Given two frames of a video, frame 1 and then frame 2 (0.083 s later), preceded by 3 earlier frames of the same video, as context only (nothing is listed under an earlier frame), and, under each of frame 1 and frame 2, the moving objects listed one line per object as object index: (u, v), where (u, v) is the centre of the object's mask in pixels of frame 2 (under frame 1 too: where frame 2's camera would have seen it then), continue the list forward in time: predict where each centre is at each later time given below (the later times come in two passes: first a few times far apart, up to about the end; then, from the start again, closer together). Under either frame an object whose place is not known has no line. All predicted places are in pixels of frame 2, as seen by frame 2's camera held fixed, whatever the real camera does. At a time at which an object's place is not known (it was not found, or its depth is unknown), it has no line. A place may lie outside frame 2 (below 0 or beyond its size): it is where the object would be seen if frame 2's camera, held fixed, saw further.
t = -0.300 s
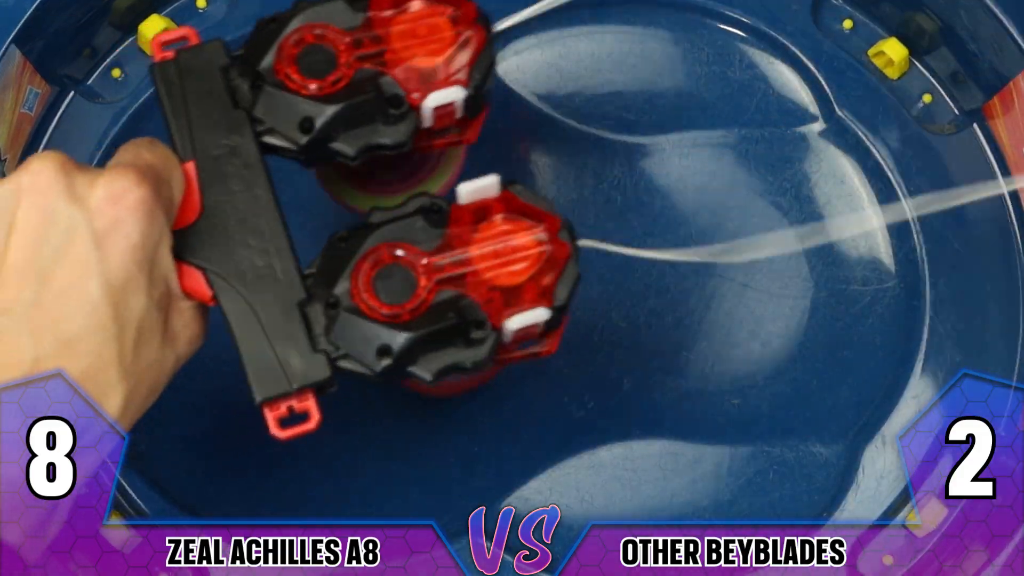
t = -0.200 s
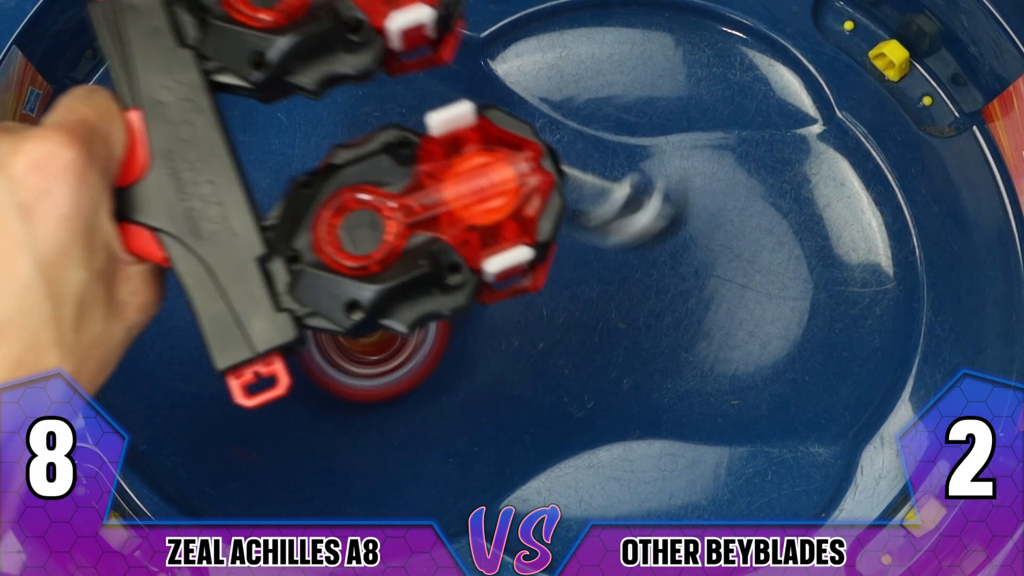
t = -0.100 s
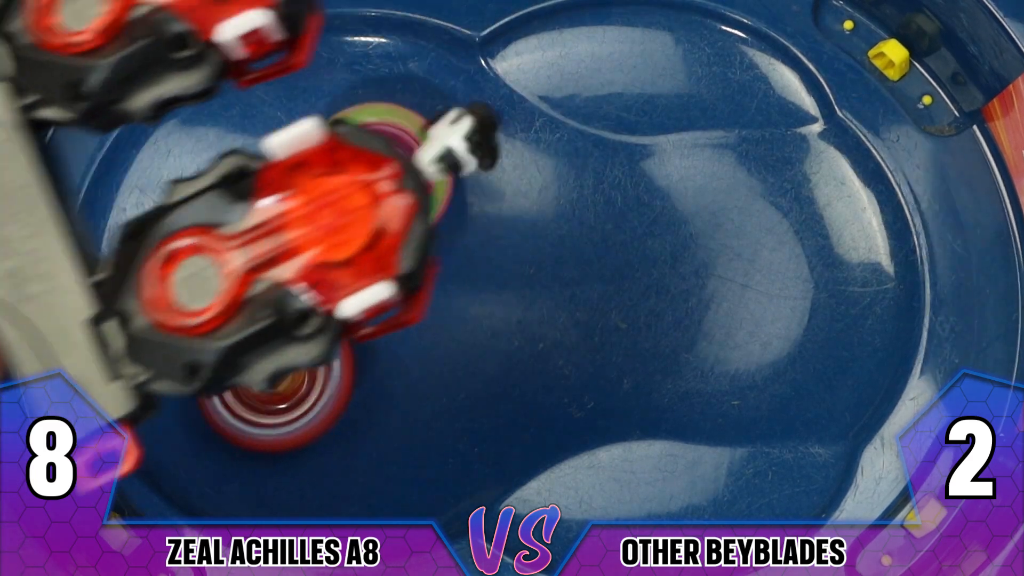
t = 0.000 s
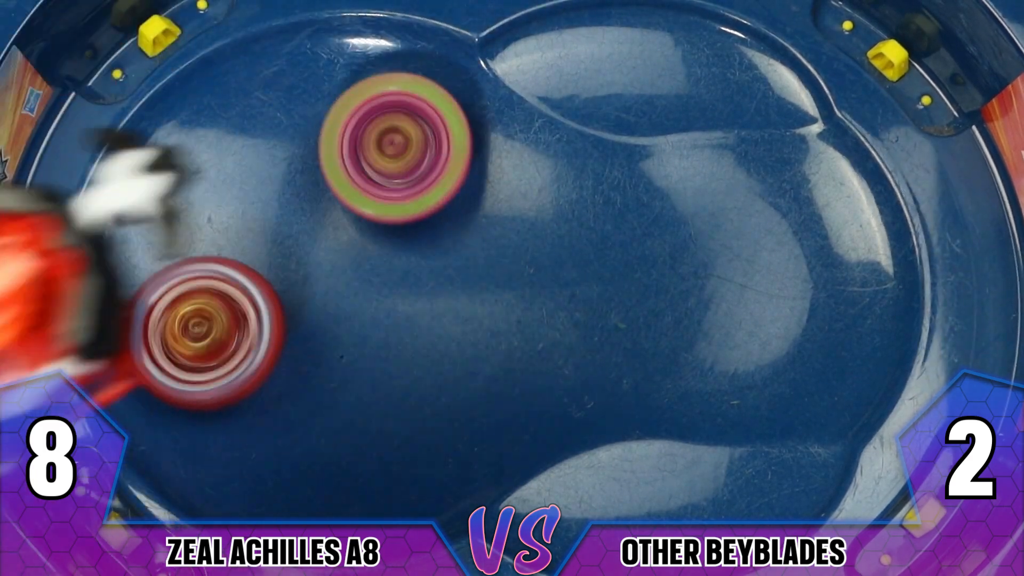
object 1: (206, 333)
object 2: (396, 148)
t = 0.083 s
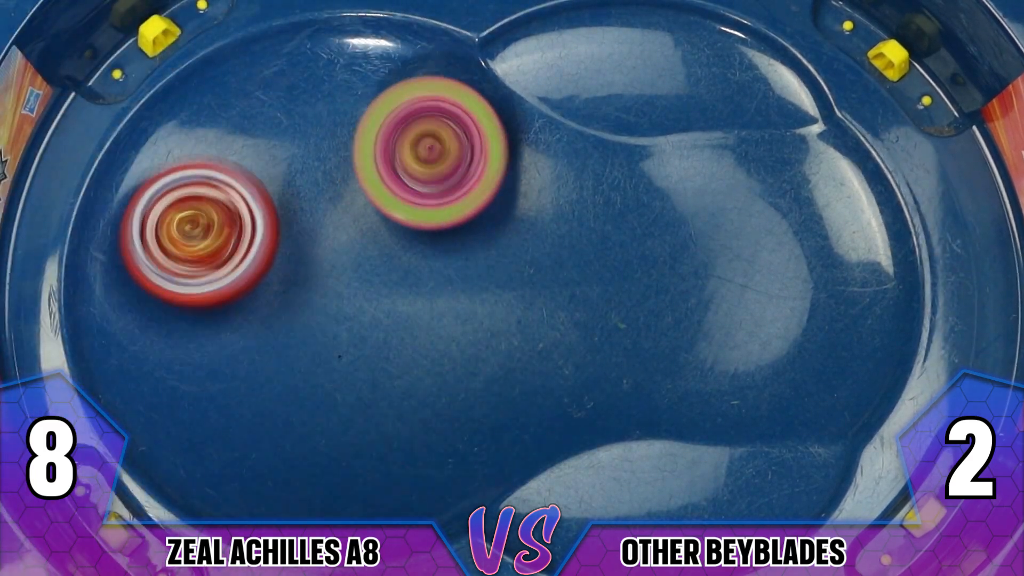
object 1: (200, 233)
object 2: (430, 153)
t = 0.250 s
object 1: (433, 56)
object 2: (462, 218)
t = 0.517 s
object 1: (892, 259)
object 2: (266, 293)
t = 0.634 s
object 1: (822, 473)
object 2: (217, 246)
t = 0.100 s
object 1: (207, 208)
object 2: (438, 158)
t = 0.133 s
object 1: (233, 158)
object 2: (452, 170)
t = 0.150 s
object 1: (251, 133)
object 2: (459, 176)
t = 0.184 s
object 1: (301, 90)
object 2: (466, 189)
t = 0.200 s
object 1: (331, 72)
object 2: (467, 197)
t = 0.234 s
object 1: (398, 57)
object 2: (465, 211)
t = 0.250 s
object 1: (433, 56)
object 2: (462, 218)
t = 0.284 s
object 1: (501, 62)
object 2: (452, 231)
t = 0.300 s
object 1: (535, 69)
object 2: (443, 237)
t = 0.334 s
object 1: (601, 89)
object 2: (424, 248)
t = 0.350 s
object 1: (632, 96)
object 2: (413, 254)
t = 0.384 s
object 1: (688, 109)
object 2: (386, 267)
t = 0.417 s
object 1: (738, 126)
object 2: (359, 278)
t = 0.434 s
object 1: (765, 139)
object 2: (344, 283)
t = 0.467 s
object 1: (822, 175)
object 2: (314, 291)
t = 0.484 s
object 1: (849, 199)
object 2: (297, 294)
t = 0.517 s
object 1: (892, 259)
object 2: (266, 293)
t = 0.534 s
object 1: (903, 292)
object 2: (253, 291)
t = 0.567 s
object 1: (895, 353)
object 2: (232, 279)
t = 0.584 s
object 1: (876, 387)
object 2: (224, 273)
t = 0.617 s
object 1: (838, 452)
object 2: (218, 257)
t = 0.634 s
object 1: (822, 473)
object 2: (217, 246)
